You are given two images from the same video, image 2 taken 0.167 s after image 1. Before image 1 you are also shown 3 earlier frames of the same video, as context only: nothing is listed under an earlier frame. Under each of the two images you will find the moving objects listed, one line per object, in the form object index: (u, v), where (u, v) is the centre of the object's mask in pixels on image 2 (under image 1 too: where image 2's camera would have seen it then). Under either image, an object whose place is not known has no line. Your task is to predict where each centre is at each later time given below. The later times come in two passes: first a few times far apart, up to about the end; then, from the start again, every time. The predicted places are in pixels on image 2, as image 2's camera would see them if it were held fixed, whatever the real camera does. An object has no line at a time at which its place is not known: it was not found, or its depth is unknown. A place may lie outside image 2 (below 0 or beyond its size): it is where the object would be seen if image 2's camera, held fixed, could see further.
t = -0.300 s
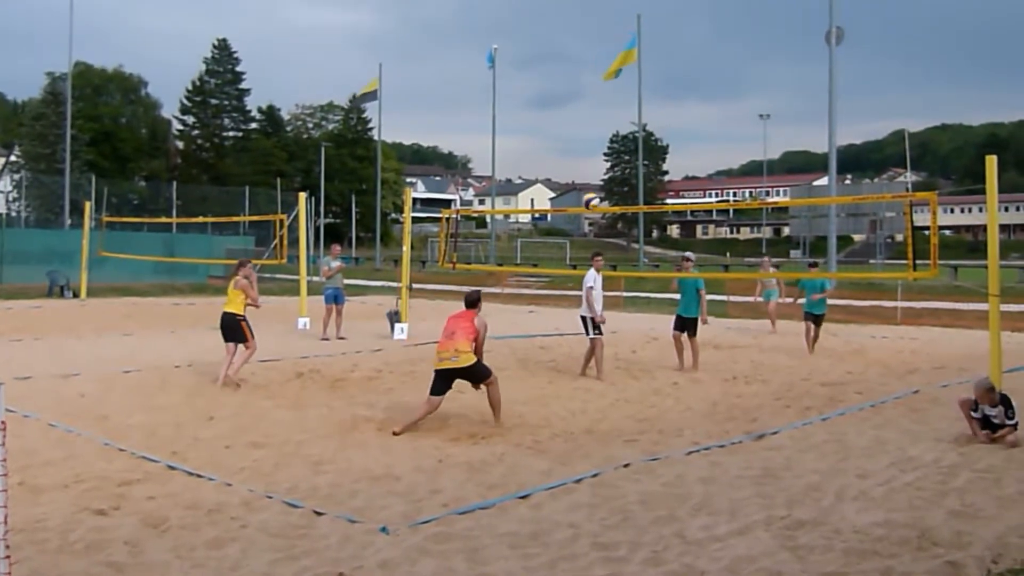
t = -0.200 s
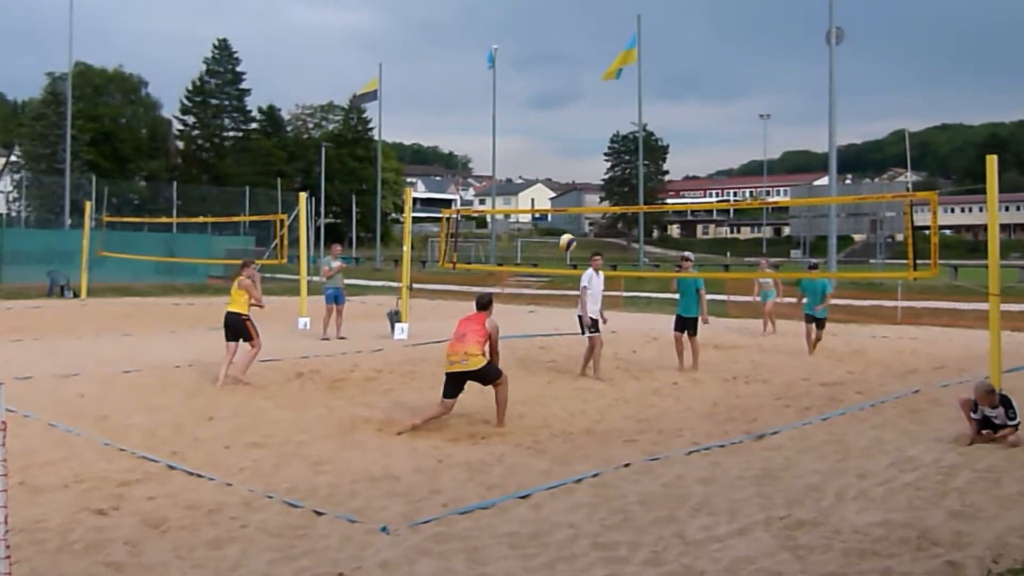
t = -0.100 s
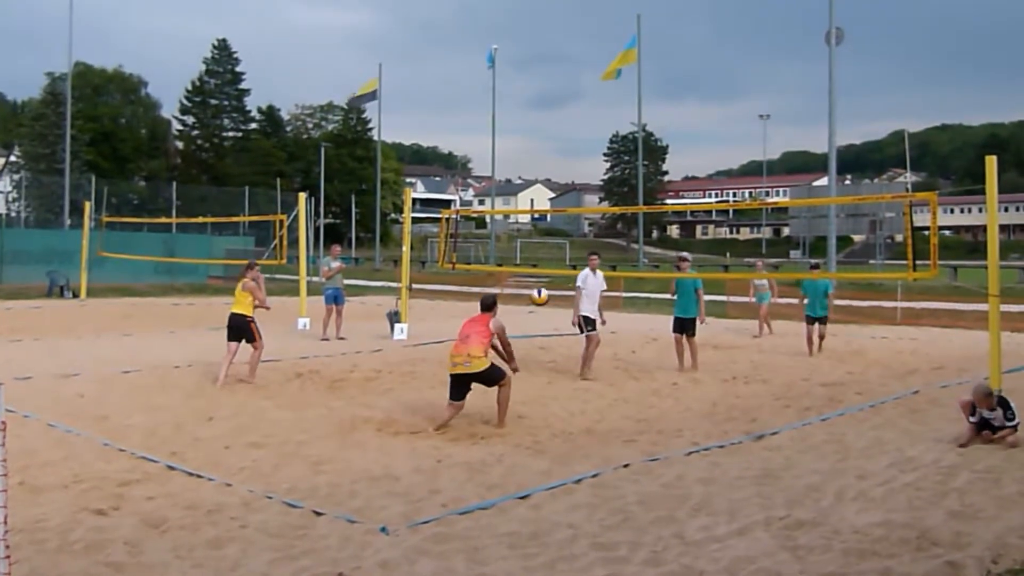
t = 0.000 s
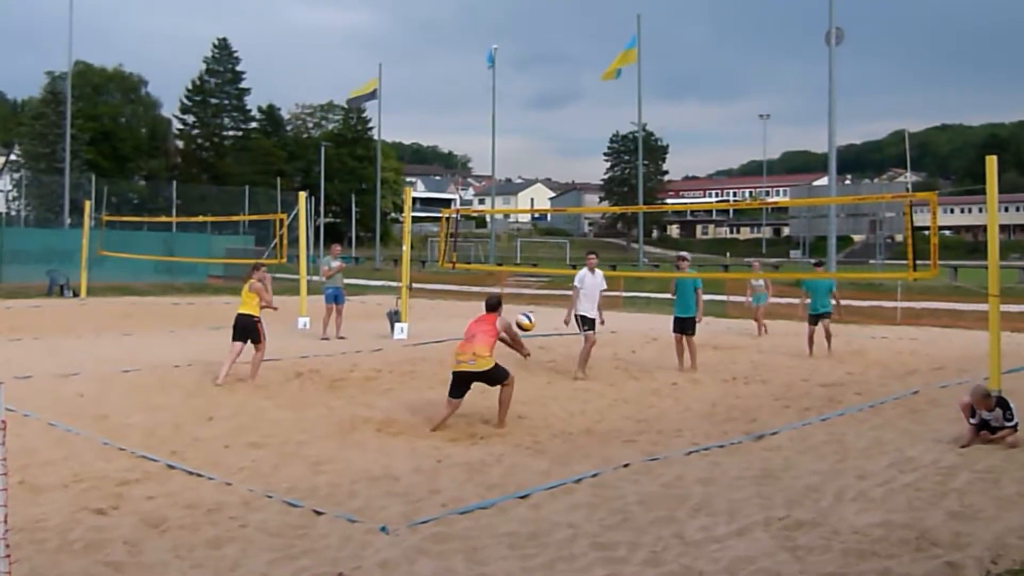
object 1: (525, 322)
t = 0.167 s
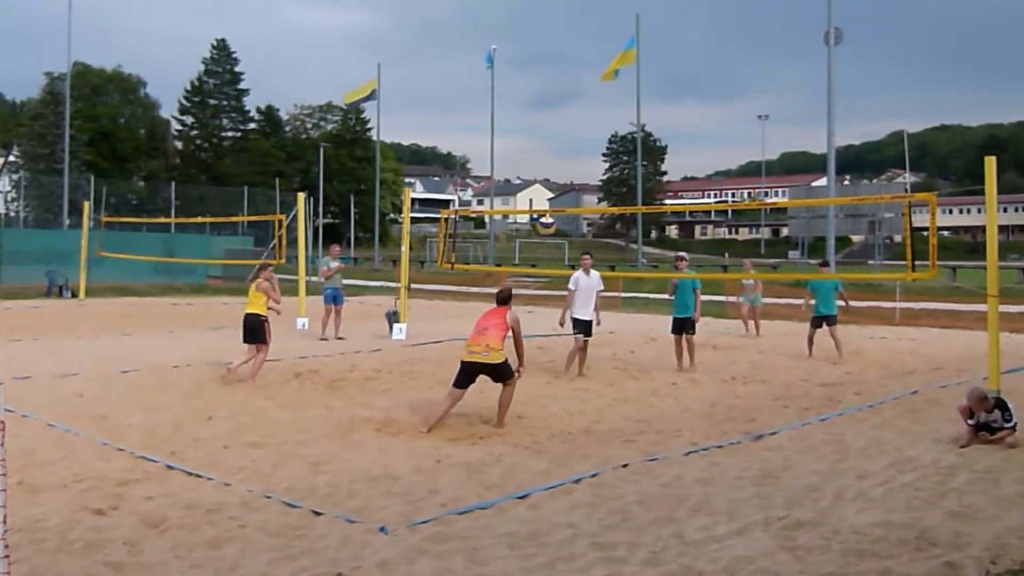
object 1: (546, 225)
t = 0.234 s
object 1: (554, 196)
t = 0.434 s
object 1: (575, 138)
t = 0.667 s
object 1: (596, 116)
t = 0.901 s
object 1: (614, 133)
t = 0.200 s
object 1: (550, 209)
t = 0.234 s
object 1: (554, 196)
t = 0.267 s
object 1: (557, 184)
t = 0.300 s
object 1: (562, 173)
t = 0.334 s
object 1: (565, 163)
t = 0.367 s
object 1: (569, 154)
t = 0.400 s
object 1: (572, 145)
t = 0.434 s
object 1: (575, 138)
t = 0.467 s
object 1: (579, 133)
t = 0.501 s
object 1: (582, 127)
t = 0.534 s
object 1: (585, 123)
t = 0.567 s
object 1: (588, 120)
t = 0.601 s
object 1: (590, 117)
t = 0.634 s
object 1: (593, 116)
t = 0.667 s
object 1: (596, 116)
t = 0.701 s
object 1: (599, 116)
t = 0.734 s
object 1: (601, 117)
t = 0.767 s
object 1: (604, 119)
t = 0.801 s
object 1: (606, 122)
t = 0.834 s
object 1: (609, 126)
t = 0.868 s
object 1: (611, 130)
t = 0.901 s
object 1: (614, 133)
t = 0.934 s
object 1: (616, 139)
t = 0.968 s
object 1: (618, 145)
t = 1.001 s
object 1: (621, 152)
